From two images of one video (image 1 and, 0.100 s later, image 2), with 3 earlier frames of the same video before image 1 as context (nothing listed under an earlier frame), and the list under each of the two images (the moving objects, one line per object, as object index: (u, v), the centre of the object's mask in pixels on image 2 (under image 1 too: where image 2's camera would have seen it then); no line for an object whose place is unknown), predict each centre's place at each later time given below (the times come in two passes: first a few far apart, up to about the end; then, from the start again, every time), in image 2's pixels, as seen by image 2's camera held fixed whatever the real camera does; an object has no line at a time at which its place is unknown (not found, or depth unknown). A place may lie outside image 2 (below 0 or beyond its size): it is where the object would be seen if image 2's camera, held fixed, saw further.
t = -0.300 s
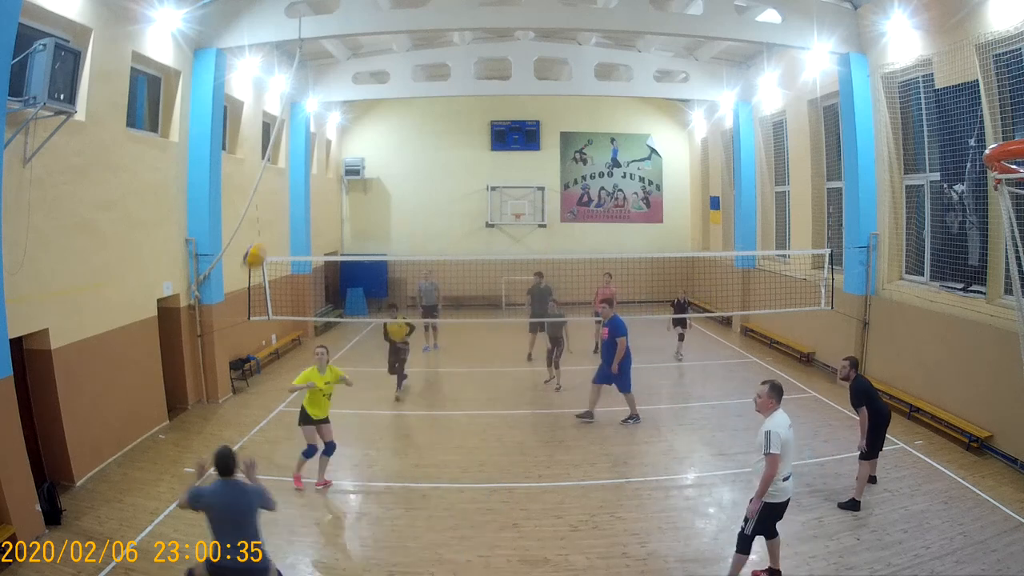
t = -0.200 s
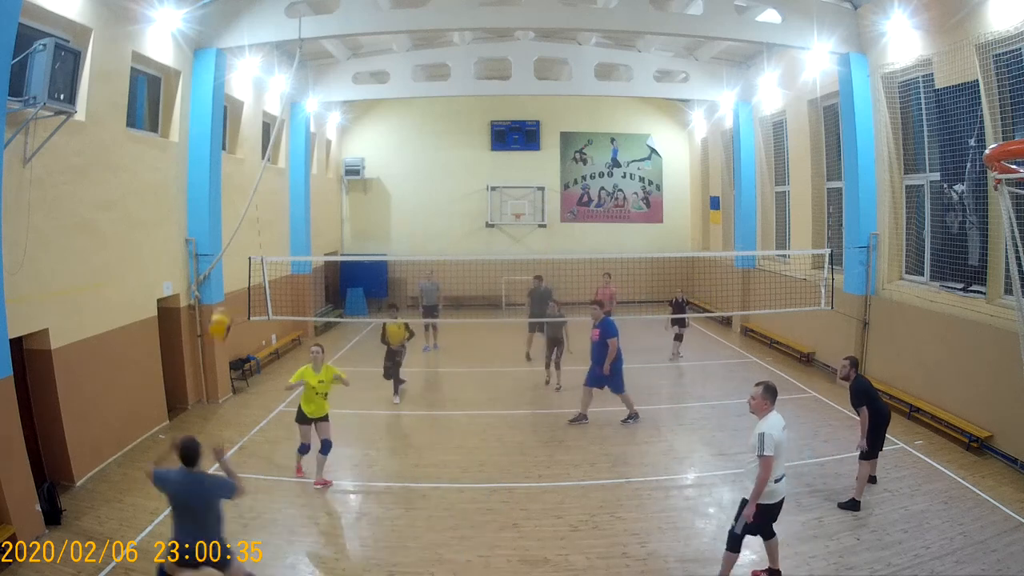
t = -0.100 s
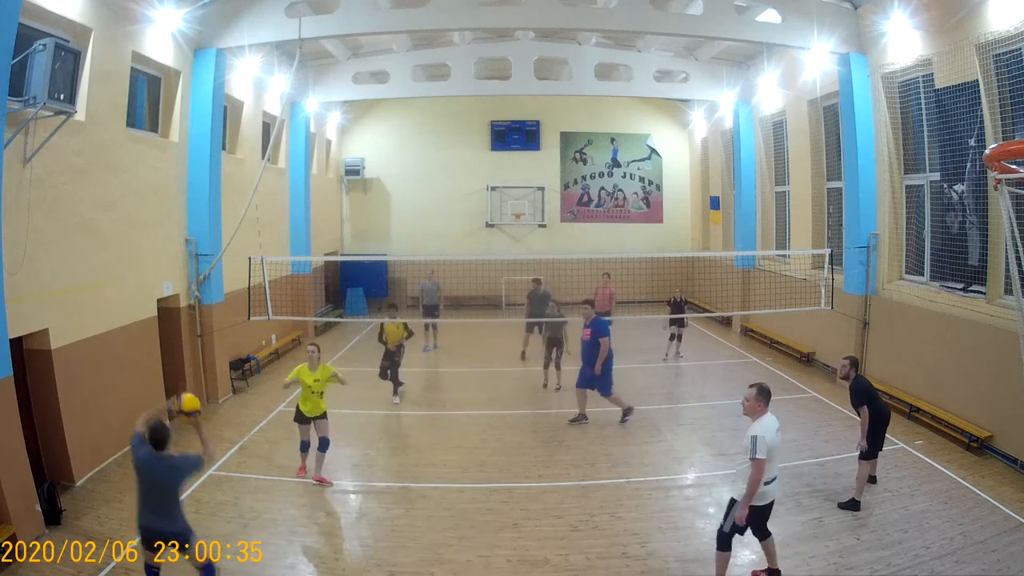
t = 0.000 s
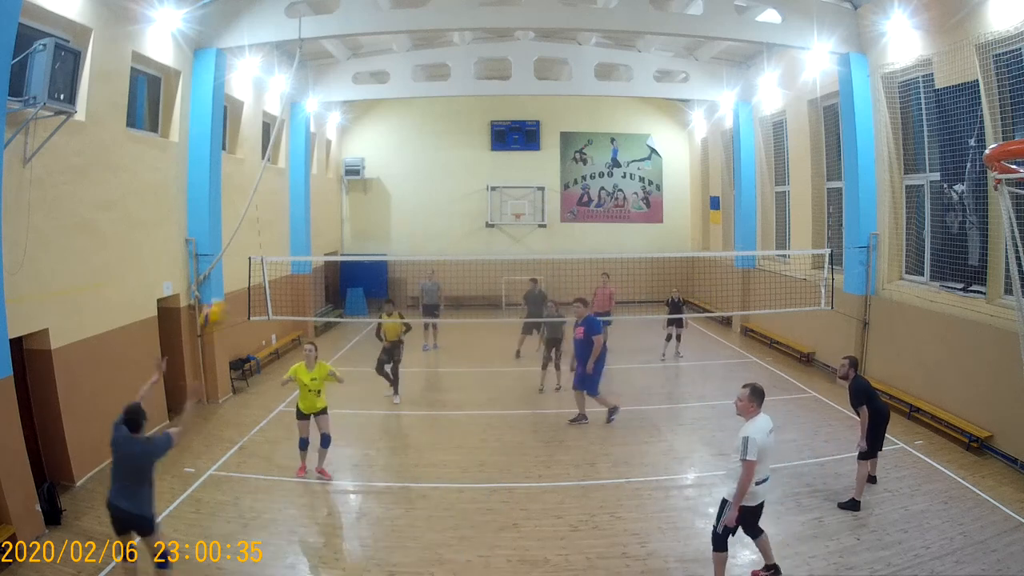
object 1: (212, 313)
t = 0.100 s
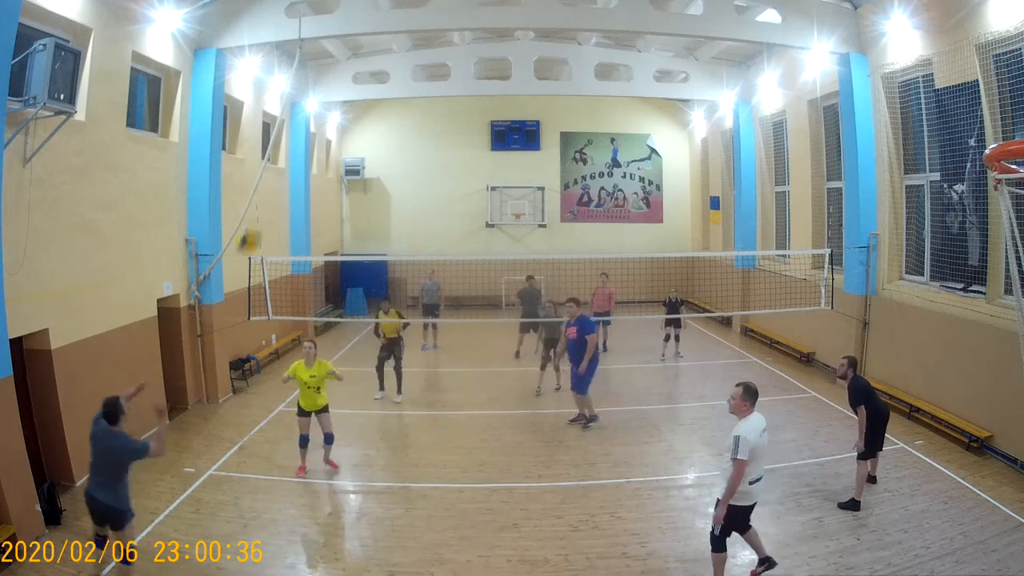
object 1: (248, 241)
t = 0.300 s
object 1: (311, 139)
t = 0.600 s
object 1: (383, 101)
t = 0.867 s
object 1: (428, 138)
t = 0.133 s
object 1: (260, 217)
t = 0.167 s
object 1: (271, 198)
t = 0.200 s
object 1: (281, 182)
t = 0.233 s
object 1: (292, 167)
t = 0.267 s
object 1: (303, 151)
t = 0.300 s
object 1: (311, 139)
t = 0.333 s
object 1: (321, 131)
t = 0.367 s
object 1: (330, 121)
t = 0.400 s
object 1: (337, 113)
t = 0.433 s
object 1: (345, 109)
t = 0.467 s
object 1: (354, 104)
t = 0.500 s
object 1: (362, 102)
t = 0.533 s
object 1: (369, 101)
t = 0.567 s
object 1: (375, 100)
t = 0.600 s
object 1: (383, 101)
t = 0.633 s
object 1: (388, 102)
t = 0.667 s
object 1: (395, 105)
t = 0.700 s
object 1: (402, 108)
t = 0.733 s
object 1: (407, 111)
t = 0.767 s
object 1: (412, 117)
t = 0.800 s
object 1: (419, 124)
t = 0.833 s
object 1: (423, 130)
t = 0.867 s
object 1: (428, 138)
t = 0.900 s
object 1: (433, 146)
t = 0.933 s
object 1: (438, 154)
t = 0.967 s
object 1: (443, 165)
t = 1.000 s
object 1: (446, 175)
